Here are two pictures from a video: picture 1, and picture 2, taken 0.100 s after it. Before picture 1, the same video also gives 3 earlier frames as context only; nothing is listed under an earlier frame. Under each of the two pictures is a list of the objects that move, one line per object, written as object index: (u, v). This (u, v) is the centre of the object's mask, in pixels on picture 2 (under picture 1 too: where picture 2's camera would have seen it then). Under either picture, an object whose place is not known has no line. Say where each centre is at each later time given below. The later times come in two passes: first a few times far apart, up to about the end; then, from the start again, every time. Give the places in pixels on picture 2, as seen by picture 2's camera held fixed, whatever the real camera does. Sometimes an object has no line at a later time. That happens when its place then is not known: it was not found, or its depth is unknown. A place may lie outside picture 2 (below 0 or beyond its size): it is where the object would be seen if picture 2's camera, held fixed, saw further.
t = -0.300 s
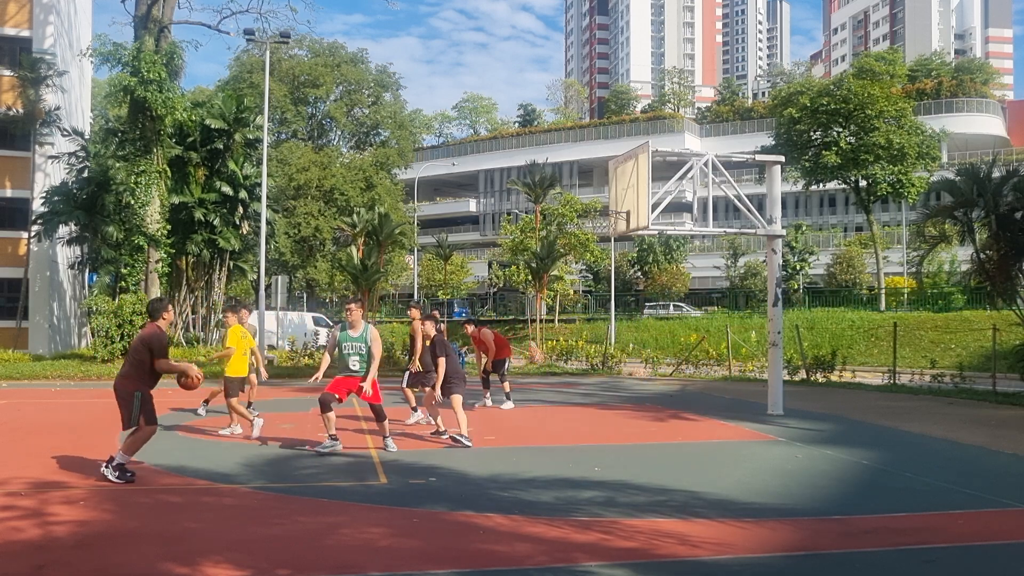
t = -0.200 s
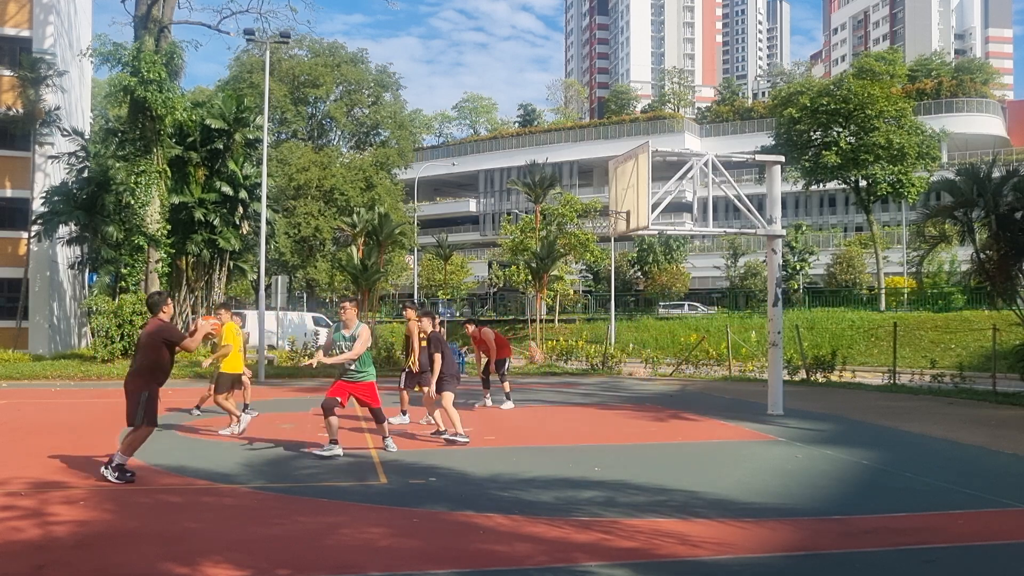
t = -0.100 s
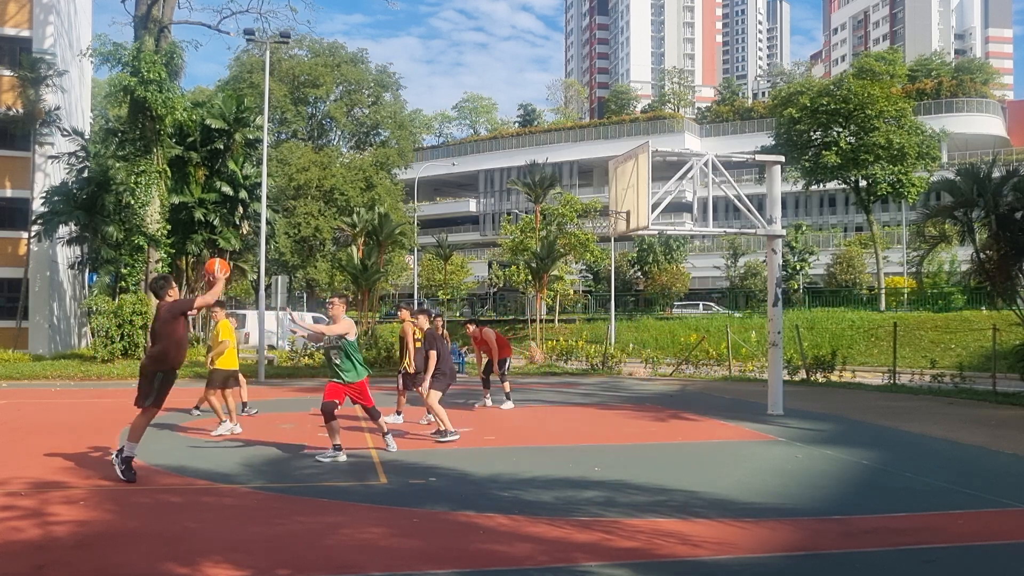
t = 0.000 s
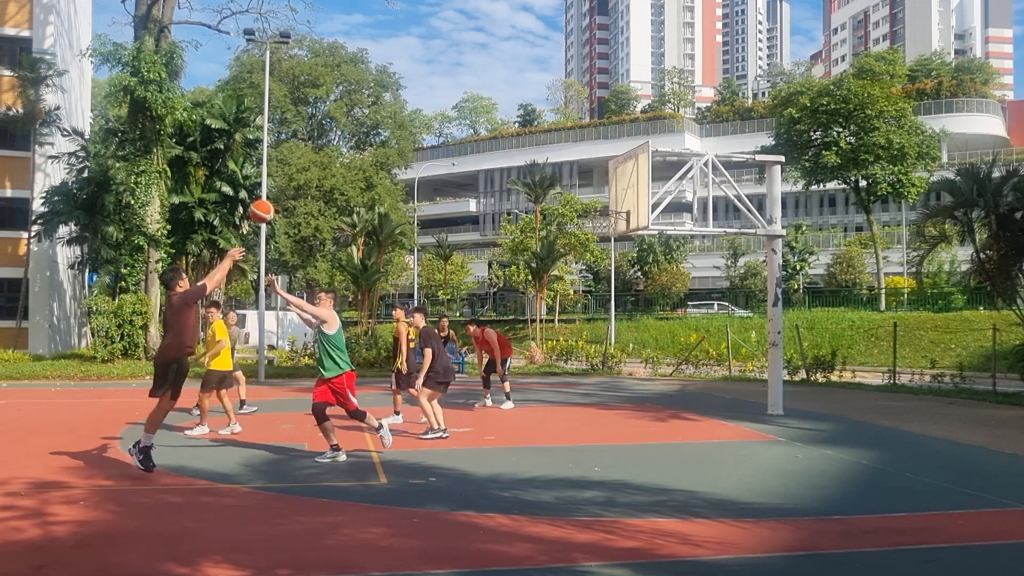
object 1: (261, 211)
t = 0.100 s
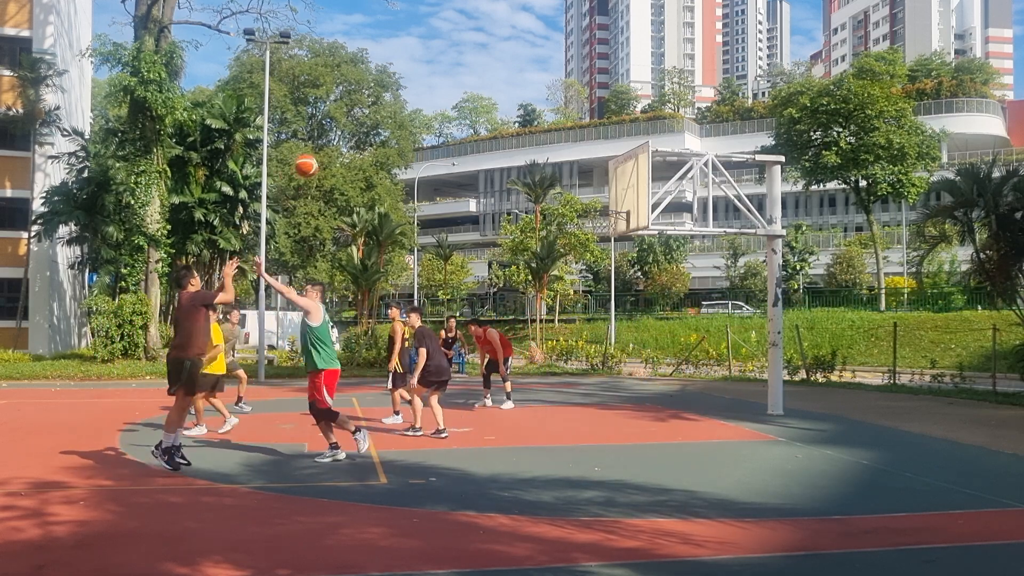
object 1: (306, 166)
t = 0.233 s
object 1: (359, 124)
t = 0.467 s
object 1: (440, 93)
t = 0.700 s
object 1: (508, 106)
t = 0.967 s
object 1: (574, 163)
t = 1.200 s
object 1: (616, 222)
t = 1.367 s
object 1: (639, 265)
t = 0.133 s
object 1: (320, 154)
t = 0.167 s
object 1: (333, 143)
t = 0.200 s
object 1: (347, 132)
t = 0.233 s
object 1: (359, 124)
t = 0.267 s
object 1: (372, 116)
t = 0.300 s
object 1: (384, 110)
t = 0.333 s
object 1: (396, 105)
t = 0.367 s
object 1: (408, 100)
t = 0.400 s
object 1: (418, 97)
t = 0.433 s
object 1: (429, 95)
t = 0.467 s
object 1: (440, 93)
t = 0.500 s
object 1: (450, 93)
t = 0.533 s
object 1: (461, 92)
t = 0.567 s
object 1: (470, 93)
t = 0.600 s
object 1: (480, 96)
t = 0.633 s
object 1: (490, 98)
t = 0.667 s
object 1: (499, 102)
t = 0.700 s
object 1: (508, 106)
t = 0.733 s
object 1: (517, 111)
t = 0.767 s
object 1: (526, 116)
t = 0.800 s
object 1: (534, 121)
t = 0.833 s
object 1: (543, 129)
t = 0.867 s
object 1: (550, 137)
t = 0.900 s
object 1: (558, 145)
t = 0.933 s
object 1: (566, 154)
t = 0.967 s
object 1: (574, 163)
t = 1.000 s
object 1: (581, 173)
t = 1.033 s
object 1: (589, 184)
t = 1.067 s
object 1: (596, 195)
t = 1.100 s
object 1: (603, 206)
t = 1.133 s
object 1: (606, 212)
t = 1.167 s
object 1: (611, 217)
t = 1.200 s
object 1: (616, 222)
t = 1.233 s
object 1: (620, 228)
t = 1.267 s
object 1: (624, 236)
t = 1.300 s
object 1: (629, 245)
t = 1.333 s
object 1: (635, 255)
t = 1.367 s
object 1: (639, 265)
